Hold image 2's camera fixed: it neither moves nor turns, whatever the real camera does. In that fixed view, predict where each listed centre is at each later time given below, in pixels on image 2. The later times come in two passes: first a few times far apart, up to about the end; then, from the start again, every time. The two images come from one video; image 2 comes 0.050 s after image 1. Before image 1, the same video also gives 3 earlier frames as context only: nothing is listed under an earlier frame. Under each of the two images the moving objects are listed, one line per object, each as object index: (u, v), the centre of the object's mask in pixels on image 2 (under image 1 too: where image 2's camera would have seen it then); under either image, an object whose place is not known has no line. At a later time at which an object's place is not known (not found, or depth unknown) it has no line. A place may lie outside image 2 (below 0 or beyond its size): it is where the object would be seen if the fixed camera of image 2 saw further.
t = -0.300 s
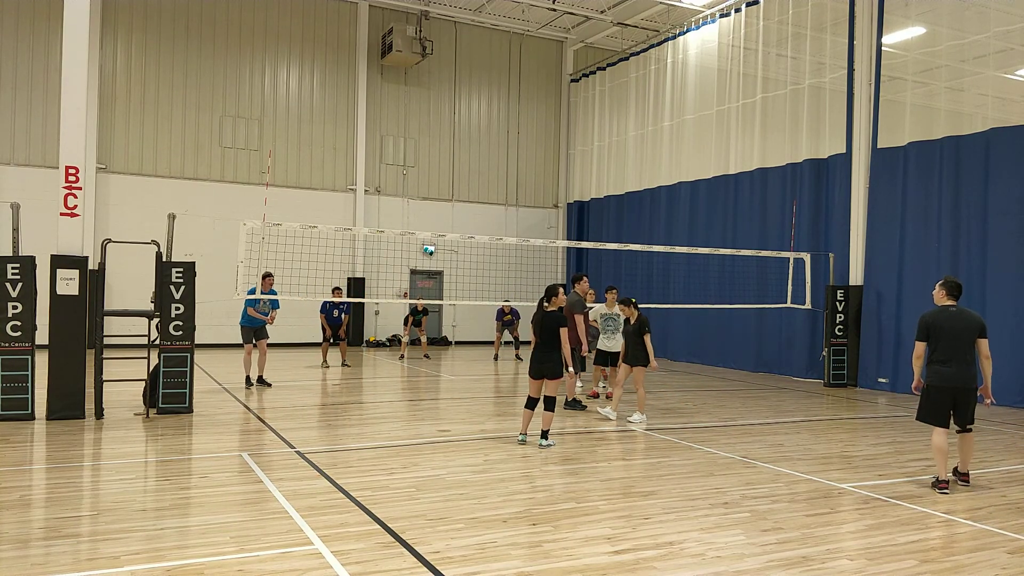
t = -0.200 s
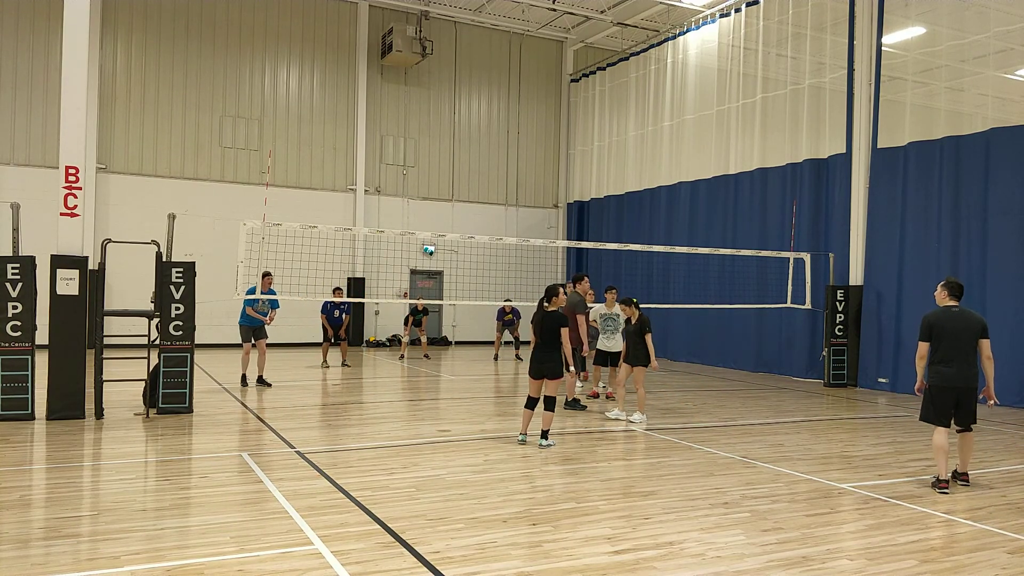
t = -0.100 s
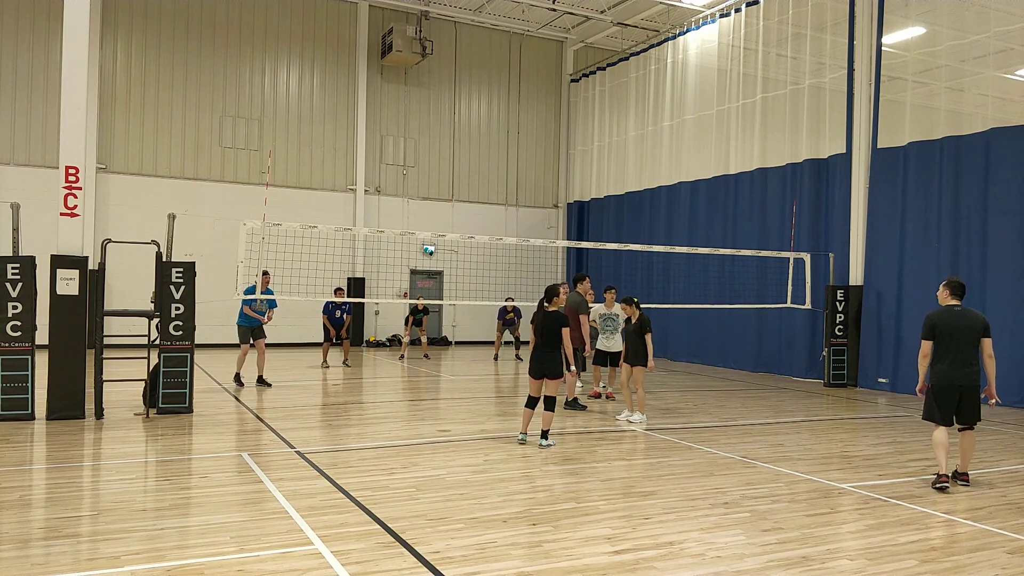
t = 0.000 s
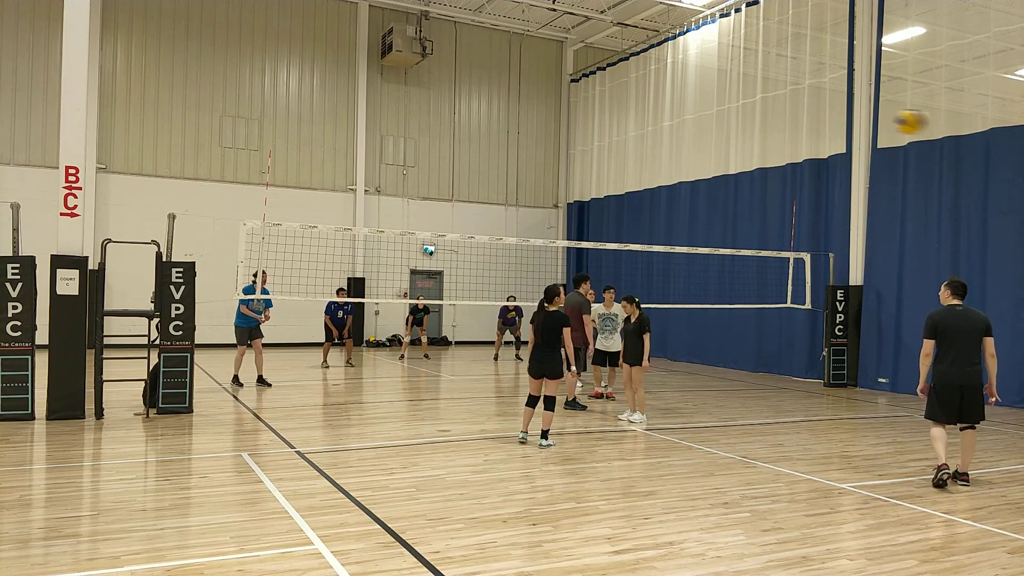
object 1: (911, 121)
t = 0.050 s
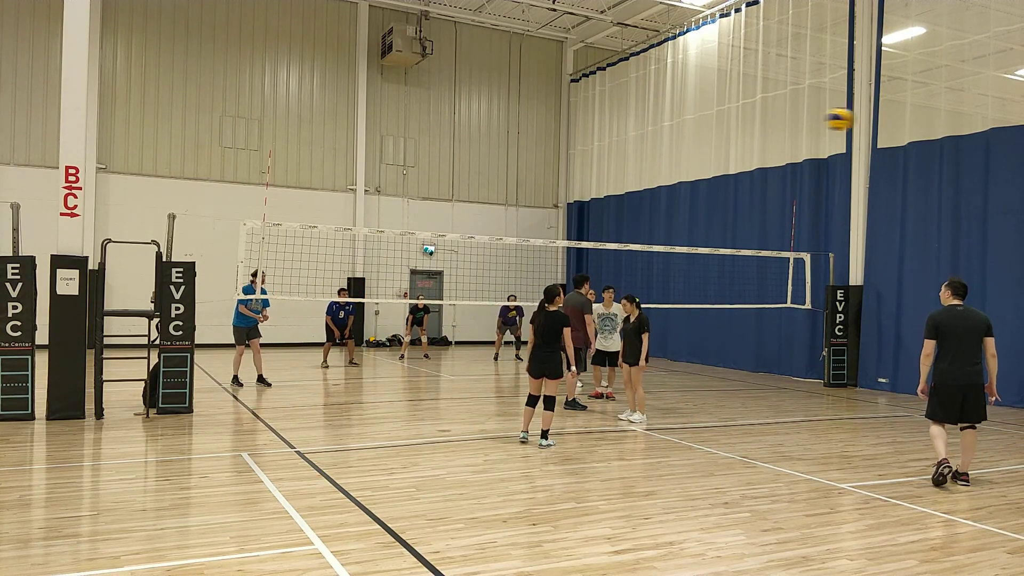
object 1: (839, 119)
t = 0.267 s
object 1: (627, 131)
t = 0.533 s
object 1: (477, 177)
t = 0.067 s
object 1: (818, 119)
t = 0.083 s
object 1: (798, 118)
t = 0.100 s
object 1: (779, 119)
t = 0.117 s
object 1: (761, 119)
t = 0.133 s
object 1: (745, 120)
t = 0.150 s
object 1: (727, 121)
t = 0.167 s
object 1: (711, 121)
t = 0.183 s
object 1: (696, 123)
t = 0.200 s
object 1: (681, 124)
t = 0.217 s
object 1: (667, 125)
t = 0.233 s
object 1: (653, 127)
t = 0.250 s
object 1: (639, 128)
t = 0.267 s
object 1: (627, 131)
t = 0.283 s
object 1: (615, 133)
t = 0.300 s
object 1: (604, 135)
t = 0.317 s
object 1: (591, 138)
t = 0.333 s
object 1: (580, 140)
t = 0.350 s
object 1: (570, 142)
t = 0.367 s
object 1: (561, 145)
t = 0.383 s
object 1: (551, 147)
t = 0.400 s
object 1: (541, 150)
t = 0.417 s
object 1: (533, 153)
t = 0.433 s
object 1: (523, 156)
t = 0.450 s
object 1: (515, 159)
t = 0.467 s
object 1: (507, 163)
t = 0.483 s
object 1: (499, 166)
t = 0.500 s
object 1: (491, 170)
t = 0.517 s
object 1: (484, 173)
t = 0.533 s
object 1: (477, 177)
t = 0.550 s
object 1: (470, 181)
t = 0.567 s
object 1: (463, 185)
